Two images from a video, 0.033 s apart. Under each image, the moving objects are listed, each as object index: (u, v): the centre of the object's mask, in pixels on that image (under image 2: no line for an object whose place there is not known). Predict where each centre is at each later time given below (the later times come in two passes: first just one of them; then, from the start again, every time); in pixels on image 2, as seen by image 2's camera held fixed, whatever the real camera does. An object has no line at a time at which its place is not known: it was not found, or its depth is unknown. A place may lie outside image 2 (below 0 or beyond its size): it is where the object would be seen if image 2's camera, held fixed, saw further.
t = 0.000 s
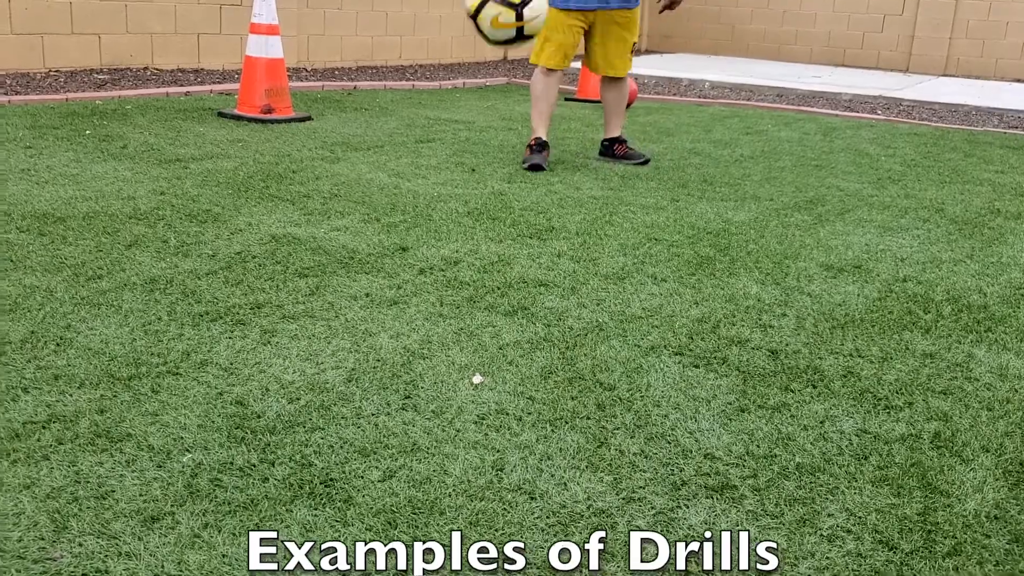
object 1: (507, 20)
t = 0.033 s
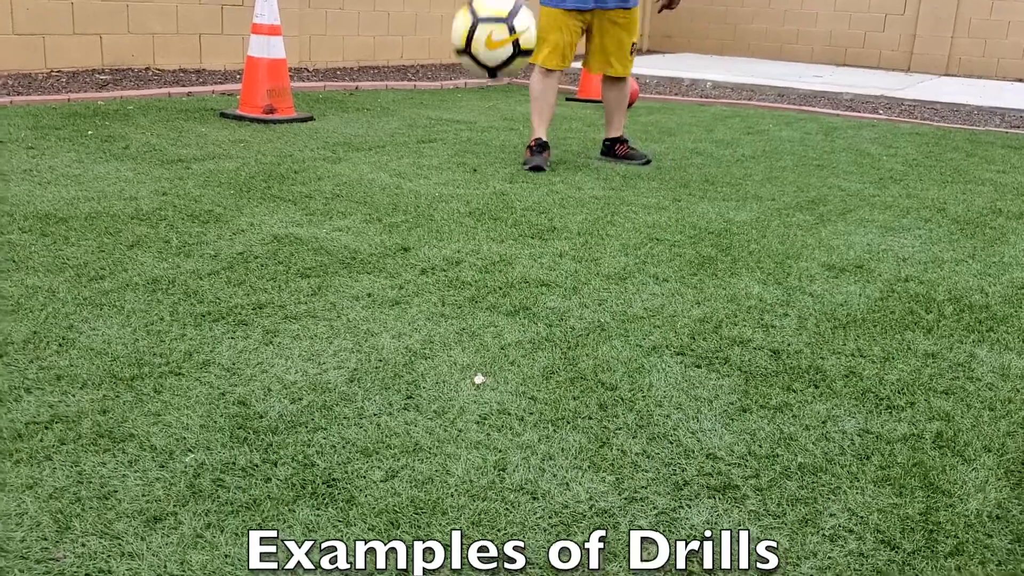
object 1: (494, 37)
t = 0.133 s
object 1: (448, 161)
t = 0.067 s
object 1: (480, 71)
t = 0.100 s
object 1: (464, 113)
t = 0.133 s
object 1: (448, 161)
